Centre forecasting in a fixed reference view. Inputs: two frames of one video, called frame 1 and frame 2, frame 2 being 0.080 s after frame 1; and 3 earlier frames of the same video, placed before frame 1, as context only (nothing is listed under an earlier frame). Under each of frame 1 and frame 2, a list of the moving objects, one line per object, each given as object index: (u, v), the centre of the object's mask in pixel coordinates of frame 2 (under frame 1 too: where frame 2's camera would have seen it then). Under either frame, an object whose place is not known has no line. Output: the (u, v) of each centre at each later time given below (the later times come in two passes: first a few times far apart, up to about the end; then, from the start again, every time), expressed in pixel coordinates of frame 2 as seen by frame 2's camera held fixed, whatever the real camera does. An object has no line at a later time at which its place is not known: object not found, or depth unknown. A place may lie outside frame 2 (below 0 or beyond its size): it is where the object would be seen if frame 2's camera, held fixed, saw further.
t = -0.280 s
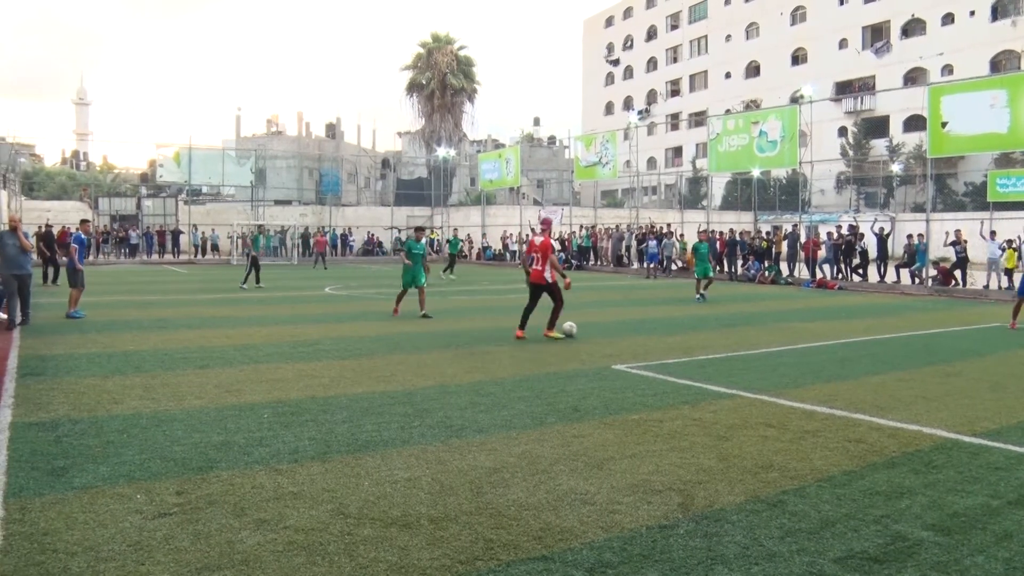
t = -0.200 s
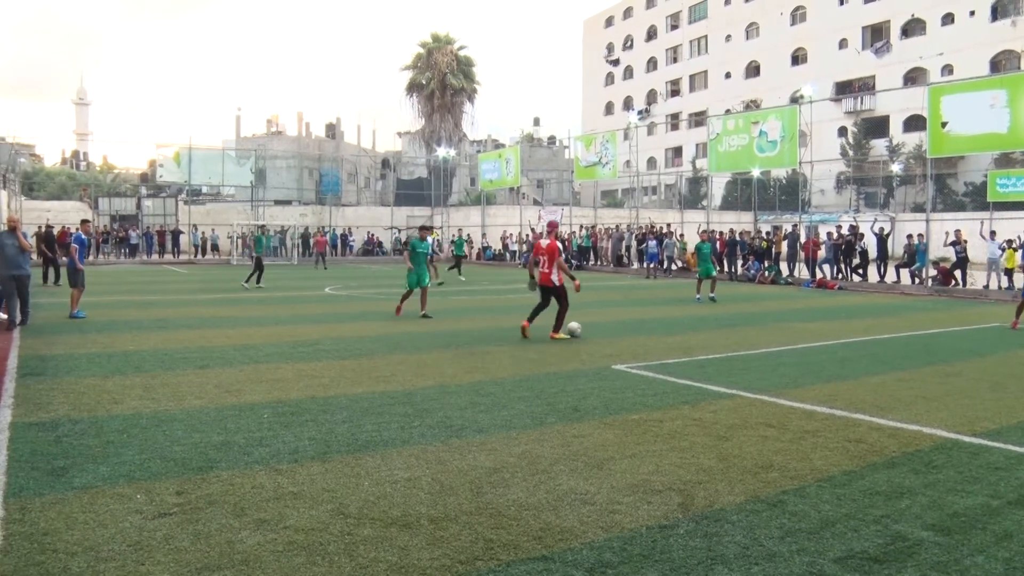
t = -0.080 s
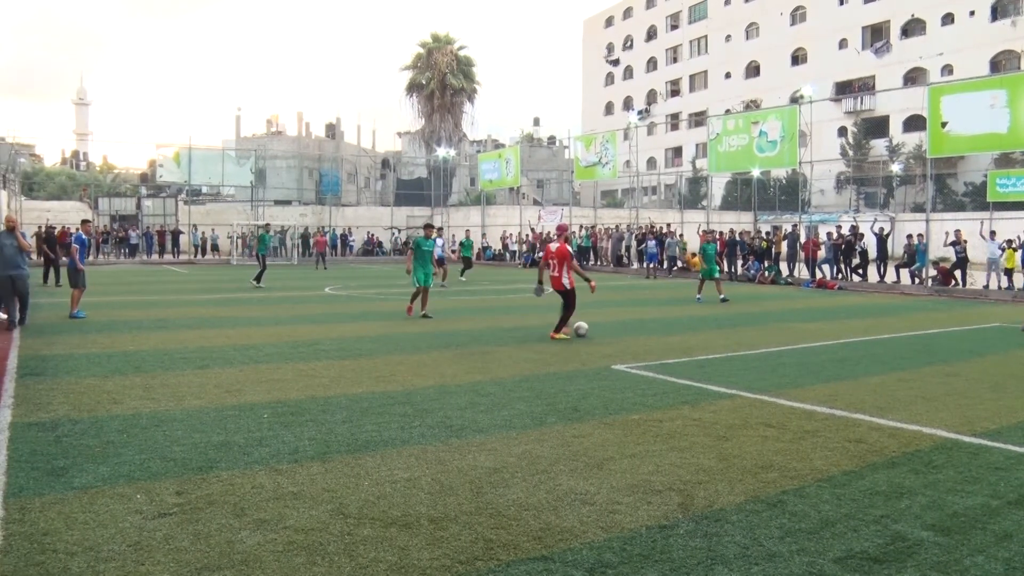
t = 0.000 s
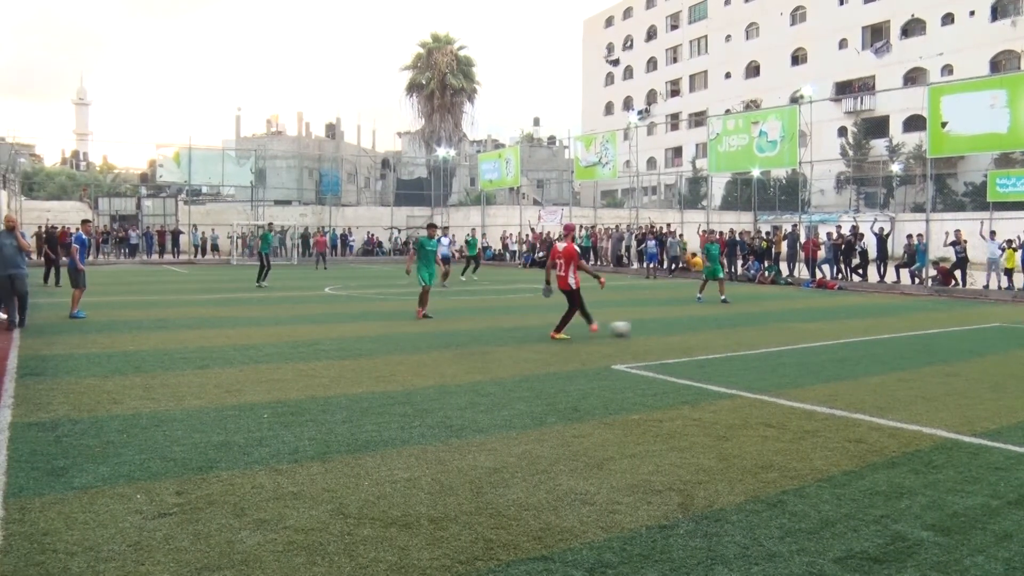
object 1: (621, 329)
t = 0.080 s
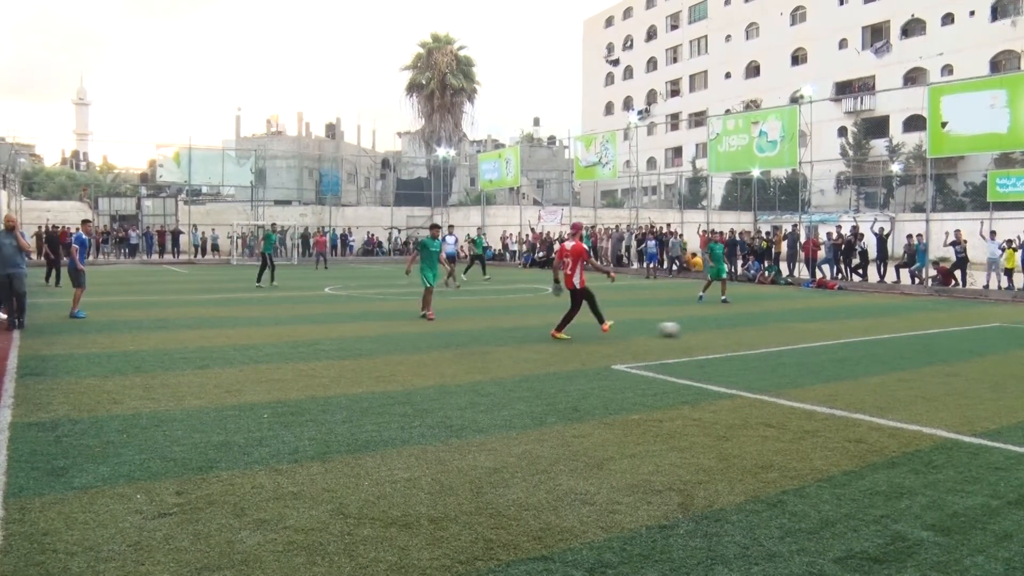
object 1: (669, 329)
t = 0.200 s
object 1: (734, 328)
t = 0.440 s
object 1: (839, 328)
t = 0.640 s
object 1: (913, 327)
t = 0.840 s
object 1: (983, 328)
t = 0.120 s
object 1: (691, 329)
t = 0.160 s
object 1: (713, 329)
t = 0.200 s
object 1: (734, 328)
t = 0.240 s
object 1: (754, 328)
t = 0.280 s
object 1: (772, 328)
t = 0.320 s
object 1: (790, 328)
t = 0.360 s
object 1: (807, 328)
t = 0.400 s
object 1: (823, 328)
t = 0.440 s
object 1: (839, 328)
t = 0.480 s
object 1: (854, 327)
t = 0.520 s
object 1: (869, 327)
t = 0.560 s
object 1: (884, 328)
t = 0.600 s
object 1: (899, 327)
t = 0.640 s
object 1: (913, 327)
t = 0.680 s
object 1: (927, 328)
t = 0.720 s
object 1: (942, 328)
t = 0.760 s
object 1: (956, 327)
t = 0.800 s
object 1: (969, 327)
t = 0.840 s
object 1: (983, 328)
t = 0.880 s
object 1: (997, 328)
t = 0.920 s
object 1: (1010, 327)
